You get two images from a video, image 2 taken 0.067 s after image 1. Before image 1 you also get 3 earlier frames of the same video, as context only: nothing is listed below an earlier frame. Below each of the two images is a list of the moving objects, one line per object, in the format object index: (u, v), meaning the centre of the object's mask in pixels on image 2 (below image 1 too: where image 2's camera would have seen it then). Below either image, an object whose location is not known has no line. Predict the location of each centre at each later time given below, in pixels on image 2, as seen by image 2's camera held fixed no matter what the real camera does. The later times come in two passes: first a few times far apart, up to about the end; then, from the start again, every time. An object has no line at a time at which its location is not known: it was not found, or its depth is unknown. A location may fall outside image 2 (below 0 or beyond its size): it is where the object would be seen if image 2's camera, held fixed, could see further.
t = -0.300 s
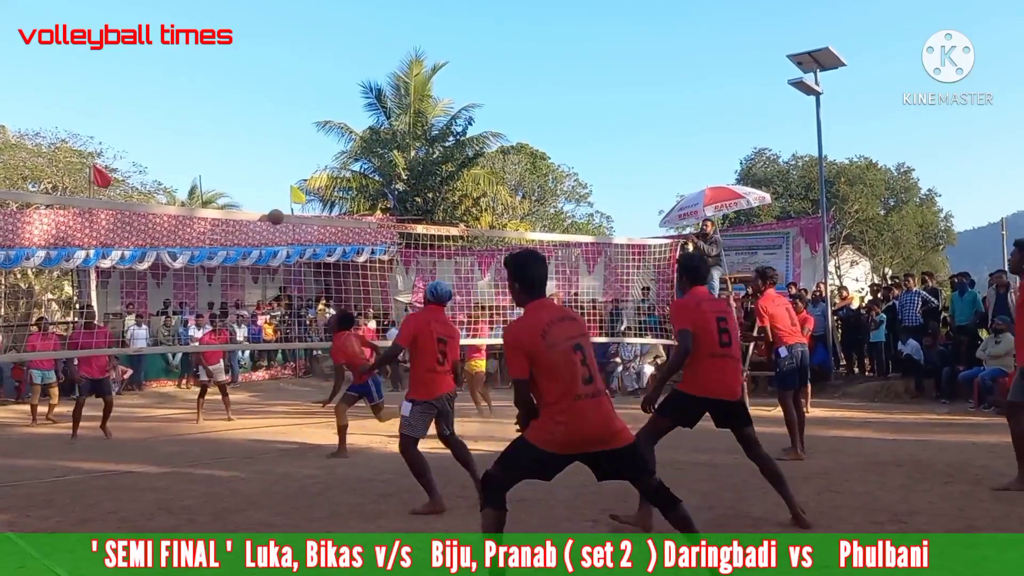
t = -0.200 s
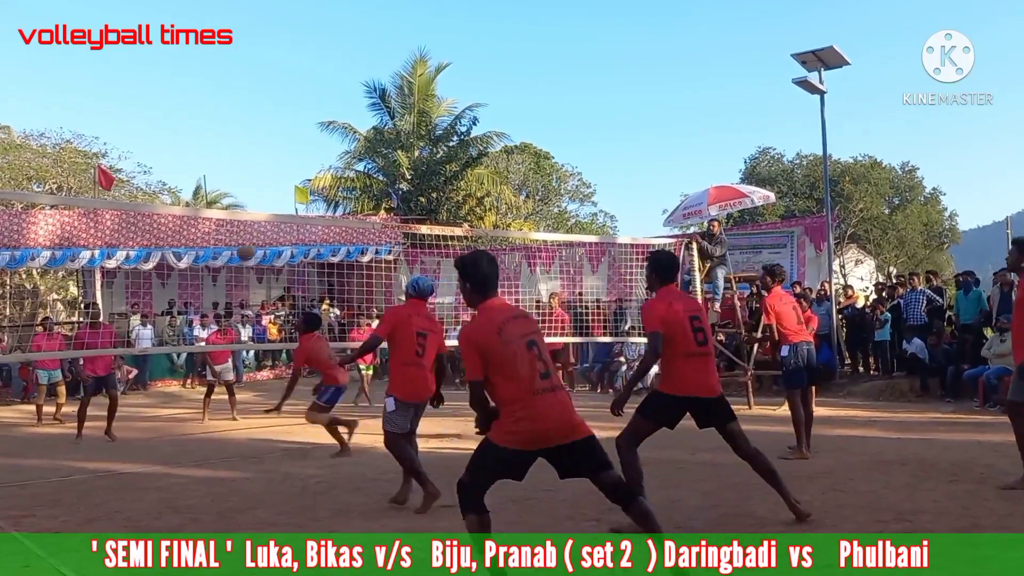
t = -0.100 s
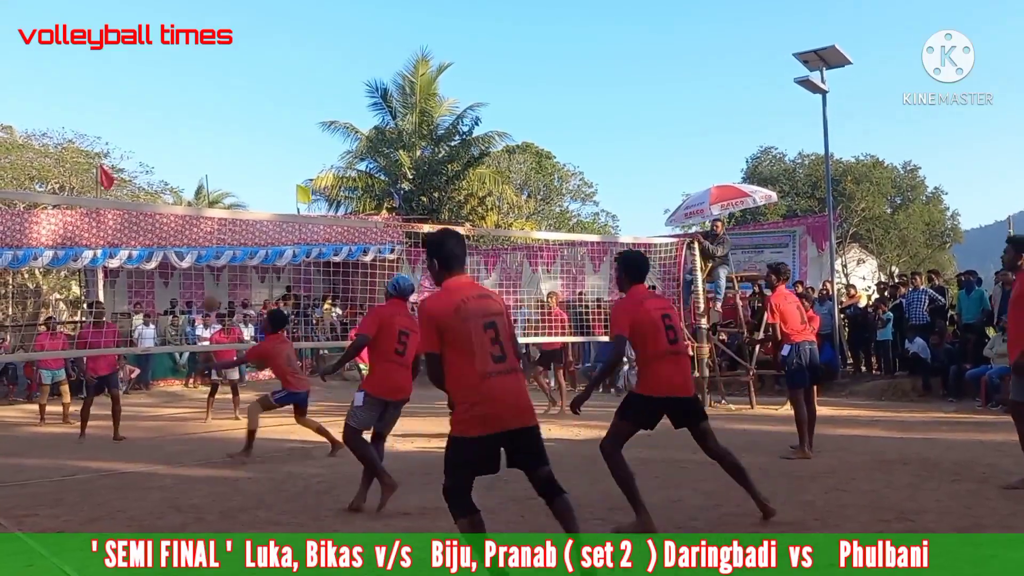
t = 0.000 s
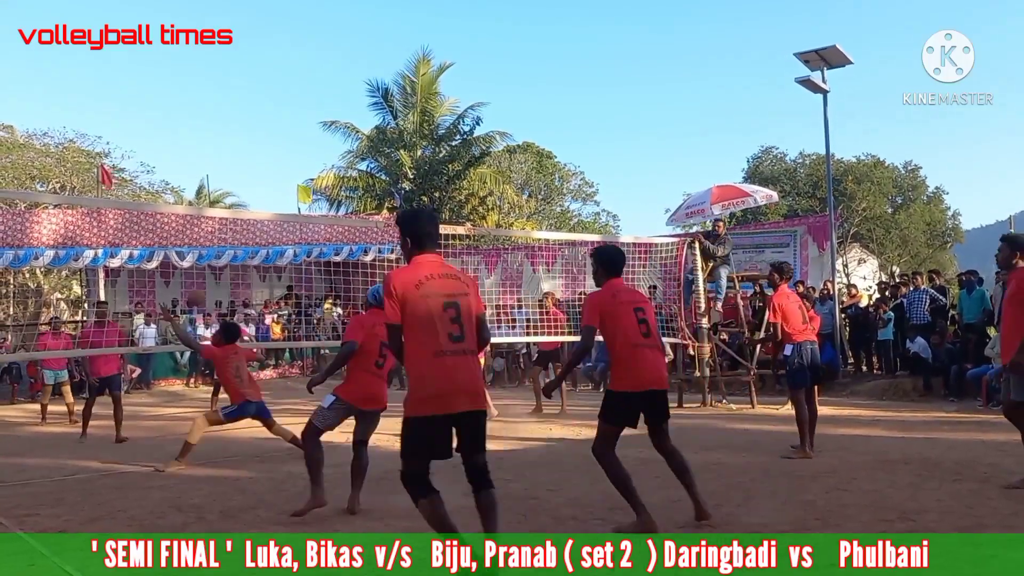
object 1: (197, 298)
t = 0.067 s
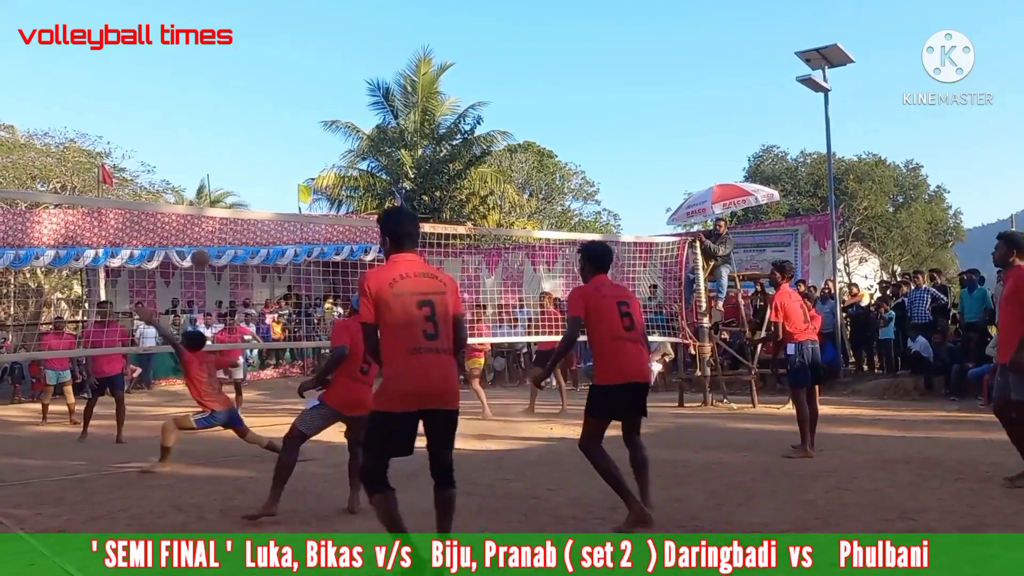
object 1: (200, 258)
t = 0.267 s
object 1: (213, 167)
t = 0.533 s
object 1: (236, 101)
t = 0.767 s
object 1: (261, 113)
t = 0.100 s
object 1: (203, 241)
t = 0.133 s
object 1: (205, 224)
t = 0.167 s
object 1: (207, 209)
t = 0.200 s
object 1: (208, 194)
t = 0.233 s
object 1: (210, 180)
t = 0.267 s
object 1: (213, 167)
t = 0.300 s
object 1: (216, 155)
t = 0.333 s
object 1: (219, 144)
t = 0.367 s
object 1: (221, 135)
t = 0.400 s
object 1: (223, 125)
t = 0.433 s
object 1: (226, 117)
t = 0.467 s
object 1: (229, 109)
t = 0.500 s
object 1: (233, 105)
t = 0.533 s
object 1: (236, 101)
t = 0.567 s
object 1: (238, 98)
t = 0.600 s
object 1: (241, 96)
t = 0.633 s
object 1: (246, 96)
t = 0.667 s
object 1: (250, 97)
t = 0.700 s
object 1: (254, 102)
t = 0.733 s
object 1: (257, 107)
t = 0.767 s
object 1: (261, 113)
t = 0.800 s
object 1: (265, 120)
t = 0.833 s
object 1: (270, 131)
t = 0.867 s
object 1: (275, 143)
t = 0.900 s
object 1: (280, 159)
